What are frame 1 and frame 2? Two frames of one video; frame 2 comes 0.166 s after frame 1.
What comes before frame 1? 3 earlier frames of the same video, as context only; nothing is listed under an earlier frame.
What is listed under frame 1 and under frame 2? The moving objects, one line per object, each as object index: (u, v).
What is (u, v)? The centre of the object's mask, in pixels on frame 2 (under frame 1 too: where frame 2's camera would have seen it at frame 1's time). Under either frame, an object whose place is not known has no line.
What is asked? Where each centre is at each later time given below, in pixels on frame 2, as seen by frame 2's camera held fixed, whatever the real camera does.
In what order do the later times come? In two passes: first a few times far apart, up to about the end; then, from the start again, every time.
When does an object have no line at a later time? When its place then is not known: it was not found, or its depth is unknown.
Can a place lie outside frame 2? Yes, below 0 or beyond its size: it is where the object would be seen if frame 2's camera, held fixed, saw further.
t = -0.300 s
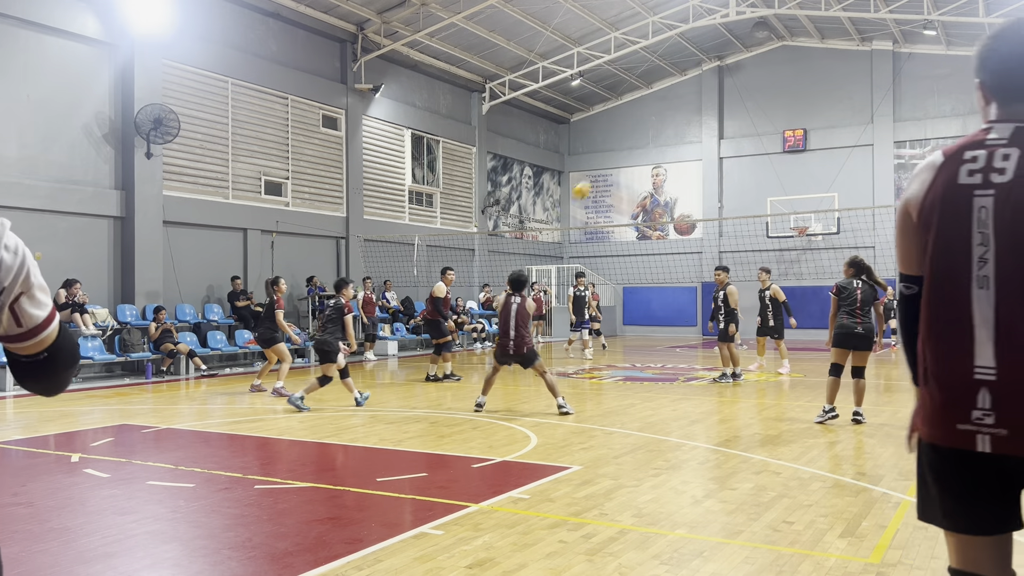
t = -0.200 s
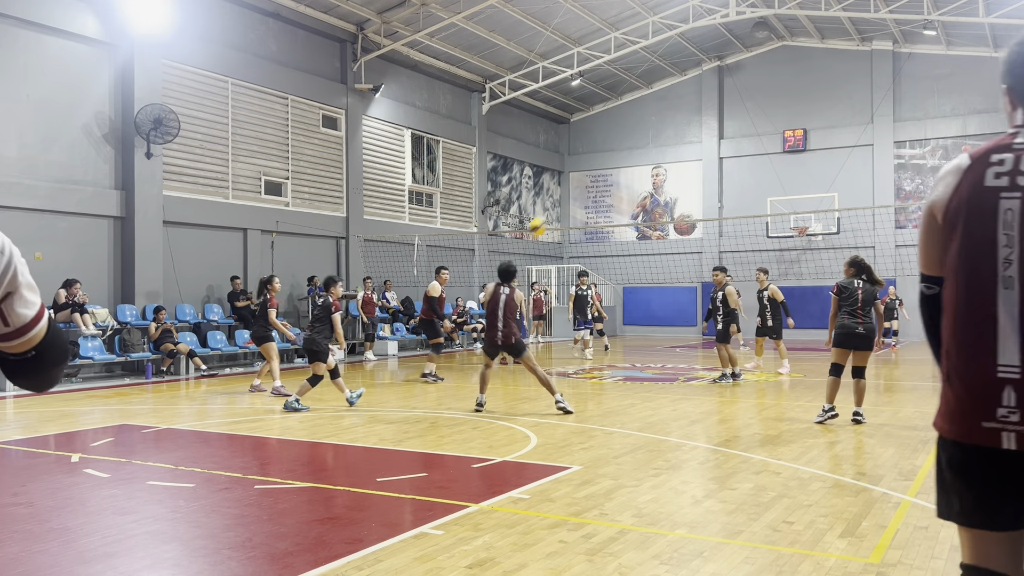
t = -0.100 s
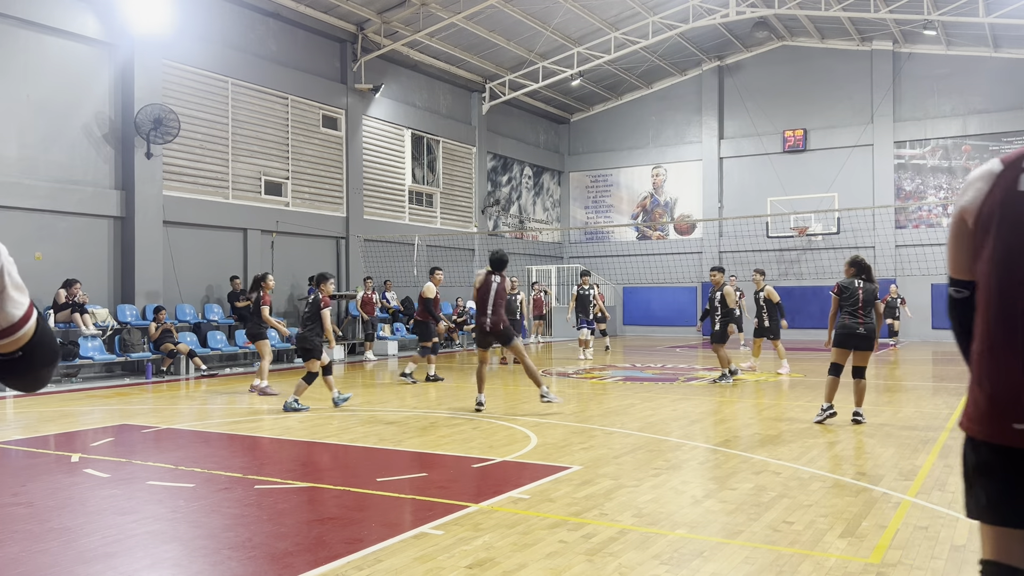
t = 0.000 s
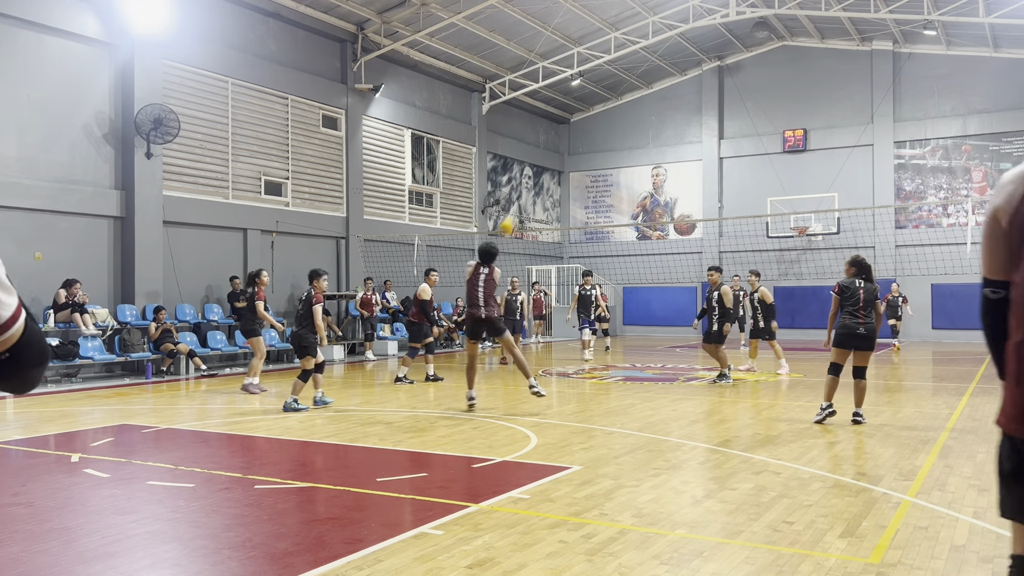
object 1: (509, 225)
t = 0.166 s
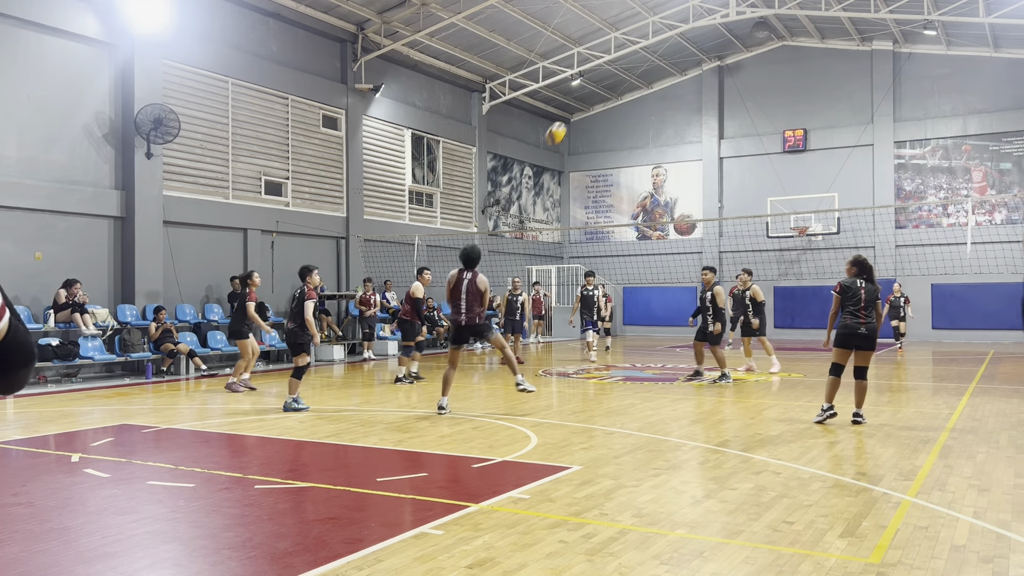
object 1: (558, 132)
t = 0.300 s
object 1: (596, 79)
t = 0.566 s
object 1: (666, 21)
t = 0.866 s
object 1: (740, 26)
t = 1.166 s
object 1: (811, 99)
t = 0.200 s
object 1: (566, 118)
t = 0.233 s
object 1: (577, 103)
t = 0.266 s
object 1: (587, 91)
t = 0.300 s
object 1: (596, 79)
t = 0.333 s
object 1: (604, 69)
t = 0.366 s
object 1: (613, 58)
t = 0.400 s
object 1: (622, 49)
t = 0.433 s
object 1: (631, 42)
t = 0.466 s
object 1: (639, 35)
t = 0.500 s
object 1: (649, 30)
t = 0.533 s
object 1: (657, 25)
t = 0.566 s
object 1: (666, 21)
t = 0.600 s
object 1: (675, 18)
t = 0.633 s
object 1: (682, 16)
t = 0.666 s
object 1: (691, 14)
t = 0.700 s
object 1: (700, 14)
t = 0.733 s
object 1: (707, 15)
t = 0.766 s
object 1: (716, 17)
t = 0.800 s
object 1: (725, 19)
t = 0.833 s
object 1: (733, 23)
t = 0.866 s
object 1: (740, 26)
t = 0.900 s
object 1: (748, 31)
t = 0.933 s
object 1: (757, 36)
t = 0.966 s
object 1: (765, 43)
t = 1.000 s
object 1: (773, 51)
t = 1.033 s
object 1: (780, 59)
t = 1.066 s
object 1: (788, 68)
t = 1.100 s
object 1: (795, 77)
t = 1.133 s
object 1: (803, 87)
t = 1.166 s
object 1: (811, 99)
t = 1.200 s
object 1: (818, 111)
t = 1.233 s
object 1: (825, 123)
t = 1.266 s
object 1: (832, 136)
